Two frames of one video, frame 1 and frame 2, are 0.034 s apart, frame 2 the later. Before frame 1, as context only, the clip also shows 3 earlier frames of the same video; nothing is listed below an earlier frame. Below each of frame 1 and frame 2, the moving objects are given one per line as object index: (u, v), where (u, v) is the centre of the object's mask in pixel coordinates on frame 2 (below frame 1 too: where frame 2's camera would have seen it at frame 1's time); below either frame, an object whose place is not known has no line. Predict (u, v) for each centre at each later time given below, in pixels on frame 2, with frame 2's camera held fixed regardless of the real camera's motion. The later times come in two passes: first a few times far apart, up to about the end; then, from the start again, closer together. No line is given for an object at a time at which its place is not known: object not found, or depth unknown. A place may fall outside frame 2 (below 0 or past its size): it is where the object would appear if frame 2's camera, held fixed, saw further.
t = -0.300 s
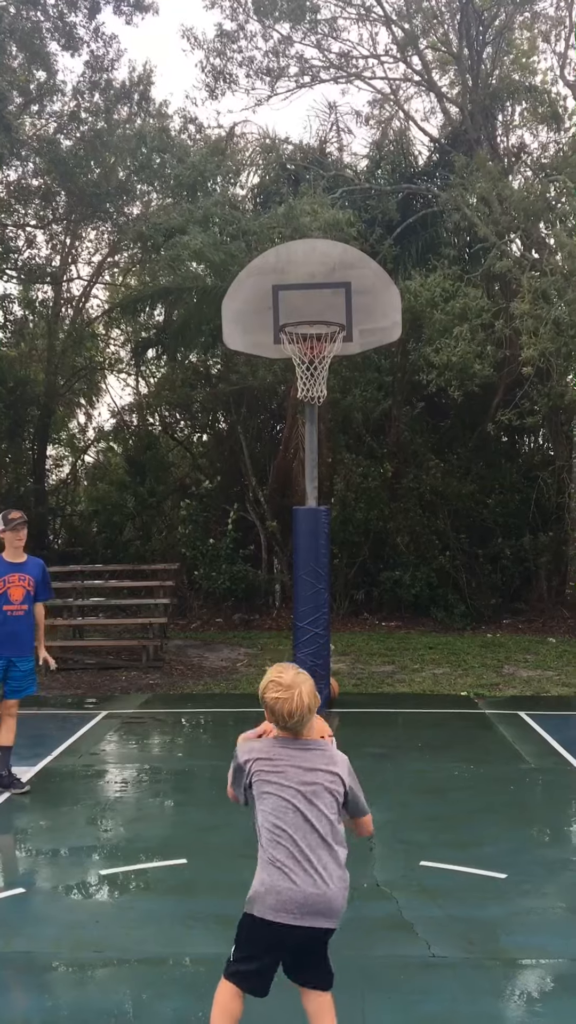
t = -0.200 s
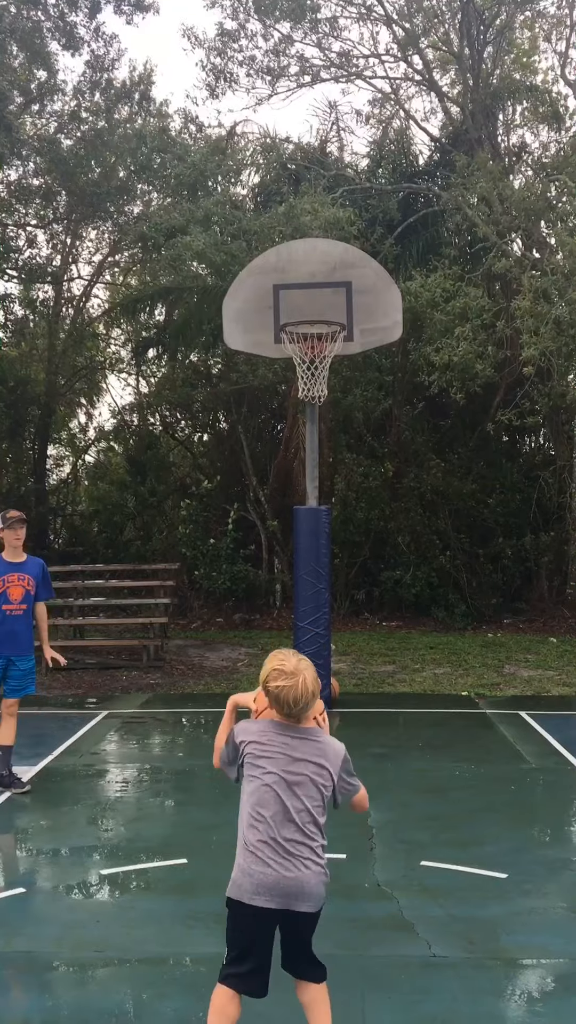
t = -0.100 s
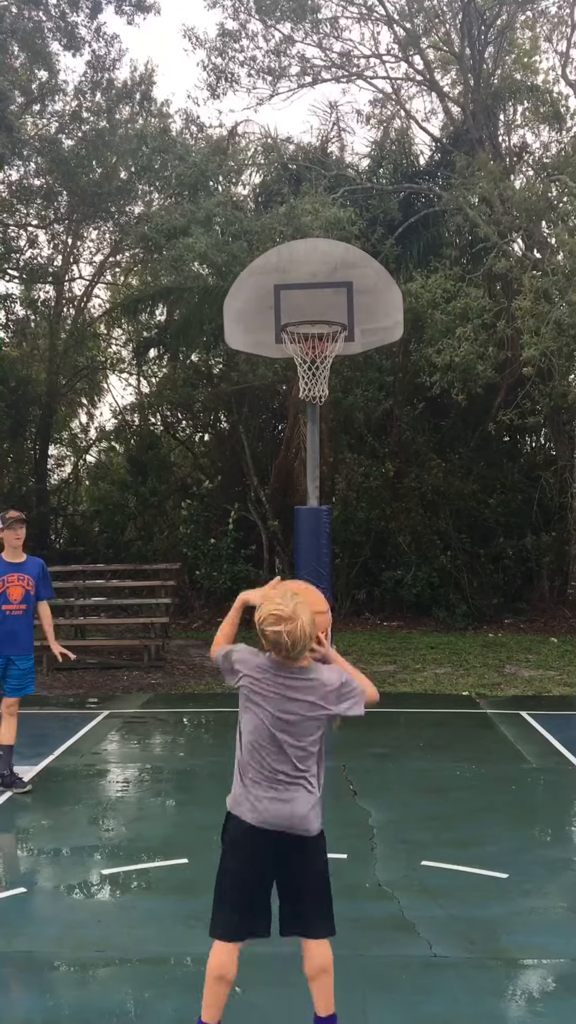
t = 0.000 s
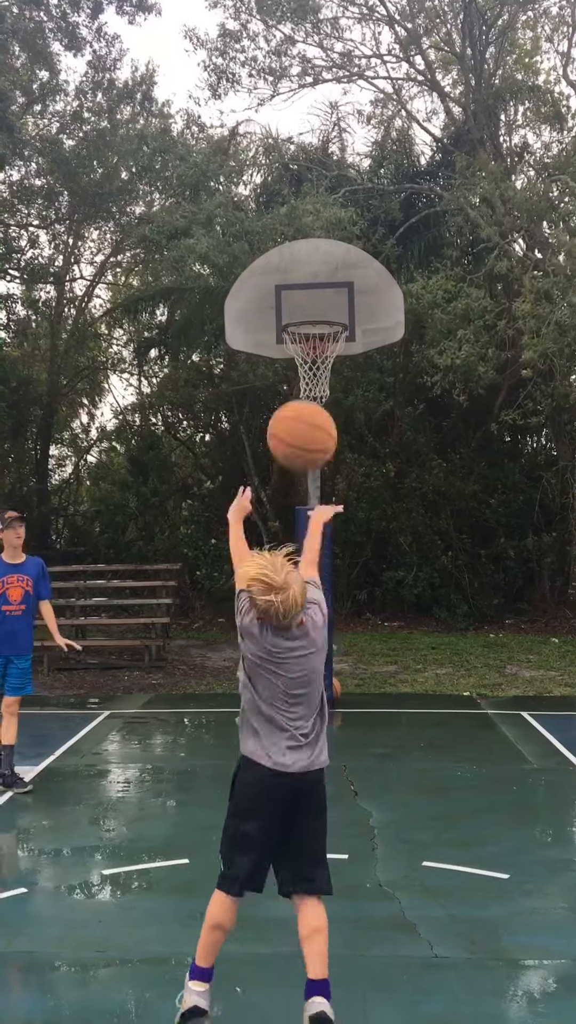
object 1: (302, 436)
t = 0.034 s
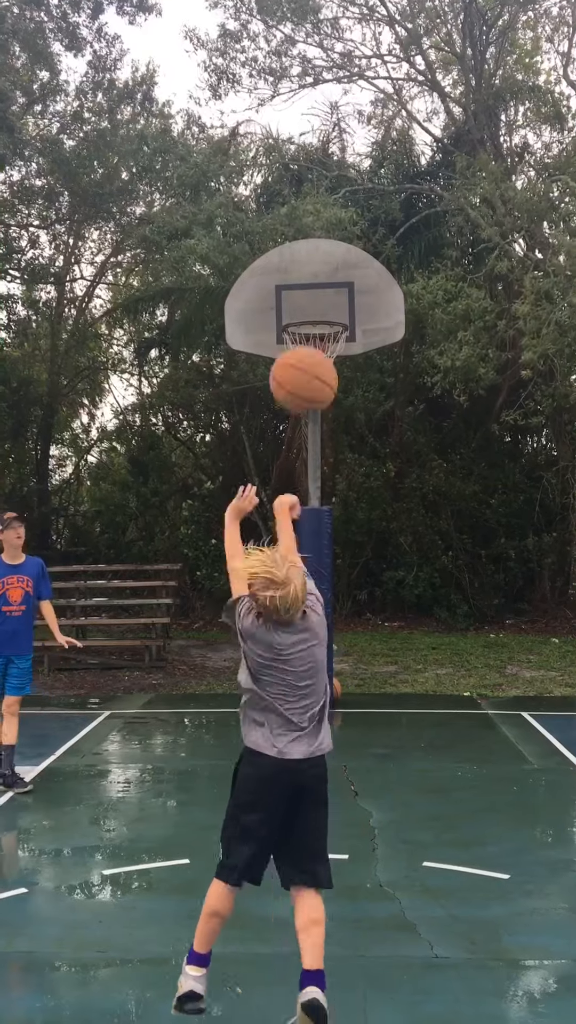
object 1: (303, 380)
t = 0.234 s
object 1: (311, 161)
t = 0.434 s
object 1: (318, 83)
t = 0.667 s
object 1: (326, 101)
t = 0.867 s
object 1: (331, 181)
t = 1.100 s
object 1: (339, 312)
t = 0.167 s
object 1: (309, 216)
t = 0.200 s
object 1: (310, 187)
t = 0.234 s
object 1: (311, 161)
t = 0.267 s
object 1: (313, 141)
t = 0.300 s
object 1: (314, 123)
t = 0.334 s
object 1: (315, 110)
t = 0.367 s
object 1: (316, 97)
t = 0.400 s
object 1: (317, 89)
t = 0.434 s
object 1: (318, 83)
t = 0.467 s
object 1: (319, 79)
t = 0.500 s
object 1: (320, 78)
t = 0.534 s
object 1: (321, 79)
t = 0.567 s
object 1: (321, 81)
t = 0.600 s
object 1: (322, 84)
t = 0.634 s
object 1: (324, 93)
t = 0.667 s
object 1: (326, 101)
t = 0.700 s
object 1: (327, 112)
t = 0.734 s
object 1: (328, 123)
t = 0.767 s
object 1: (329, 135)
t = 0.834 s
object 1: (330, 163)
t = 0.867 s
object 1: (331, 181)
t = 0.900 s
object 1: (332, 198)
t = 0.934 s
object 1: (333, 217)
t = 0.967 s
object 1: (333, 237)
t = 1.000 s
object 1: (334, 258)
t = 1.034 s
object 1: (335, 280)
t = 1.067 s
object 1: (336, 301)
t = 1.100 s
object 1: (339, 312)
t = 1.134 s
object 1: (354, 309)
